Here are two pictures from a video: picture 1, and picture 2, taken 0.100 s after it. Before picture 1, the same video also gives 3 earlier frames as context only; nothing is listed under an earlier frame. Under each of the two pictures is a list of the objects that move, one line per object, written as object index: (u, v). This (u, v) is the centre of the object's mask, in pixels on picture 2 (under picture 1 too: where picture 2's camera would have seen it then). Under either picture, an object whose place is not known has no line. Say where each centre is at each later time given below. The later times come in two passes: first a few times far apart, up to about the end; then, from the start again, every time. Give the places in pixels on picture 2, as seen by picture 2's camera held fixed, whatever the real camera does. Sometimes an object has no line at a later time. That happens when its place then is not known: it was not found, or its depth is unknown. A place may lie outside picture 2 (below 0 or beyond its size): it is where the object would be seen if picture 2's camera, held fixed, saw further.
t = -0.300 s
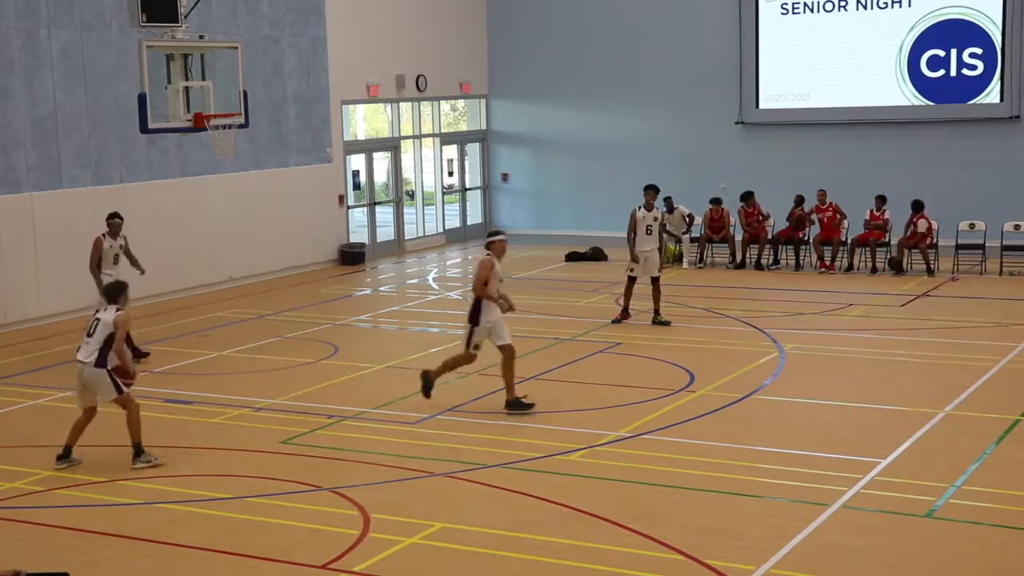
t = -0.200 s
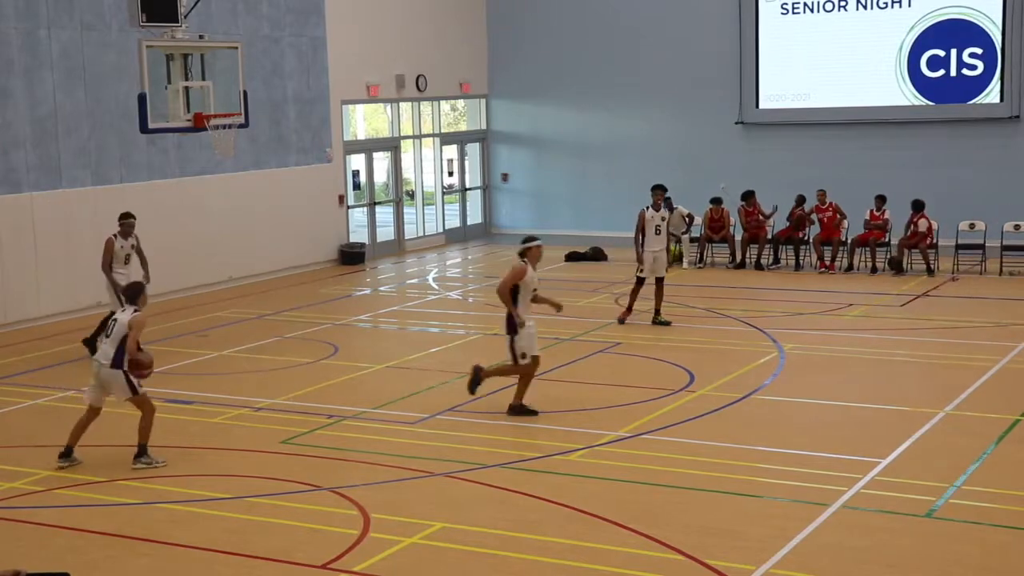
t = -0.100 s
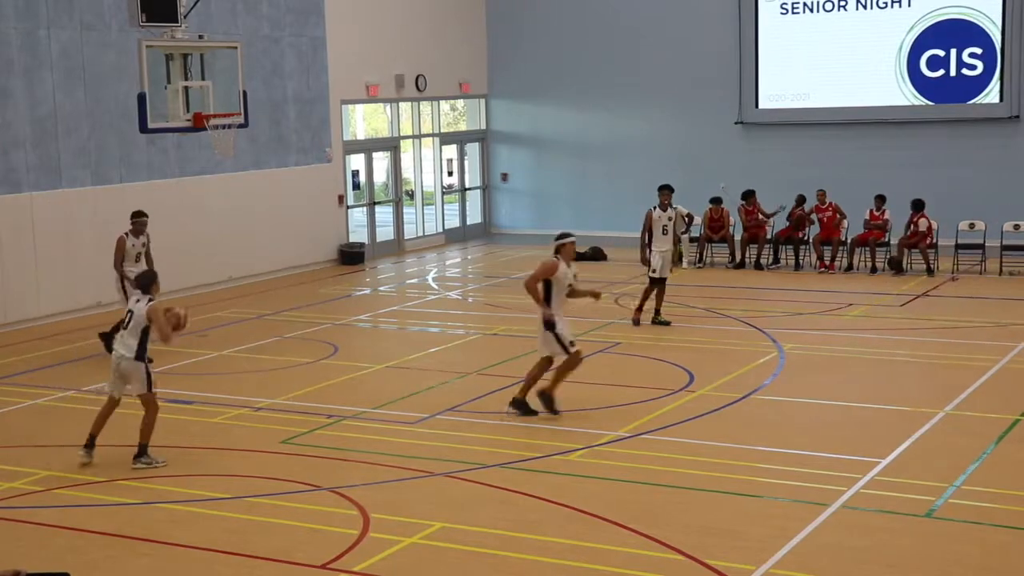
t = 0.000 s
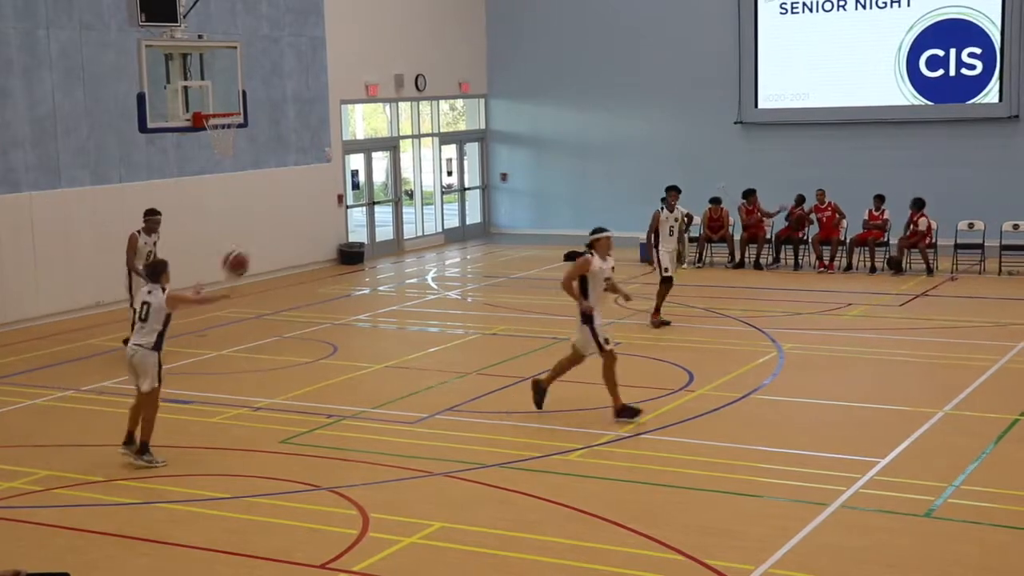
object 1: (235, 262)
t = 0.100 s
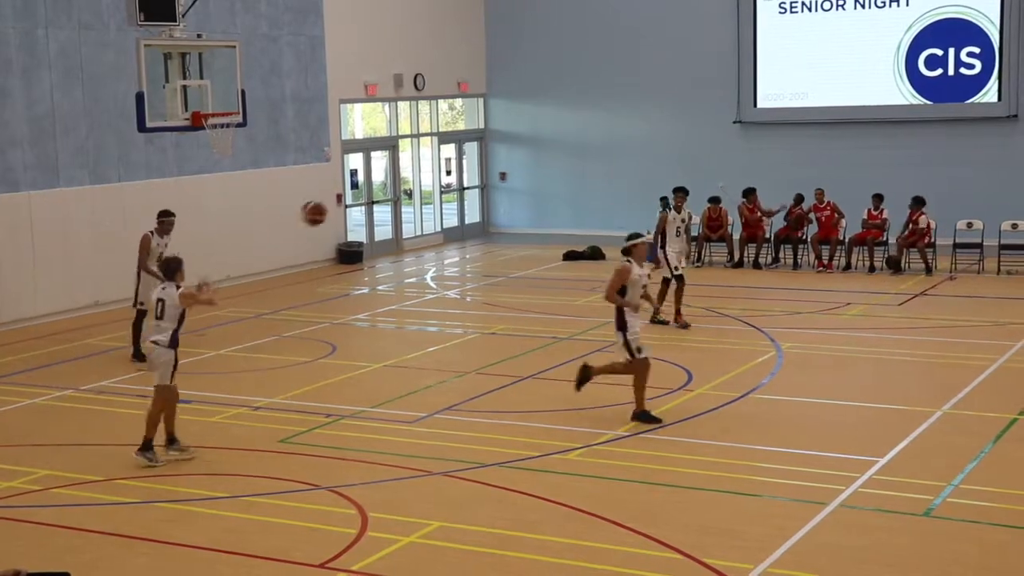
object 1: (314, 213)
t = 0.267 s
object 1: (435, 157)
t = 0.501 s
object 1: (584, 129)
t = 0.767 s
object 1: (729, 154)
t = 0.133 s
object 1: (338, 199)
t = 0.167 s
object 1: (363, 189)
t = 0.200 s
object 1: (389, 176)
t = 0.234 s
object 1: (412, 166)
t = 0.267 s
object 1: (435, 157)
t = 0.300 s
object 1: (458, 150)
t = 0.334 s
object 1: (480, 144)
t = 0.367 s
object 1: (501, 139)
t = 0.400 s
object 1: (522, 136)
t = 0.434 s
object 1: (543, 132)
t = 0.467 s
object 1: (564, 130)
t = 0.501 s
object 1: (584, 129)
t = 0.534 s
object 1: (603, 130)
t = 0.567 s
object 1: (622, 130)
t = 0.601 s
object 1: (641, 132)
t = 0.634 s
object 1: (658, 136)
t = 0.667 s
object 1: (677, 140)
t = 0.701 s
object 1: (695, 143)
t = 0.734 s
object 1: (712, 149)
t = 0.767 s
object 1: (729, 154)
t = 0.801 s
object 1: (745, 161)
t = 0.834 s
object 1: (761, 168)
